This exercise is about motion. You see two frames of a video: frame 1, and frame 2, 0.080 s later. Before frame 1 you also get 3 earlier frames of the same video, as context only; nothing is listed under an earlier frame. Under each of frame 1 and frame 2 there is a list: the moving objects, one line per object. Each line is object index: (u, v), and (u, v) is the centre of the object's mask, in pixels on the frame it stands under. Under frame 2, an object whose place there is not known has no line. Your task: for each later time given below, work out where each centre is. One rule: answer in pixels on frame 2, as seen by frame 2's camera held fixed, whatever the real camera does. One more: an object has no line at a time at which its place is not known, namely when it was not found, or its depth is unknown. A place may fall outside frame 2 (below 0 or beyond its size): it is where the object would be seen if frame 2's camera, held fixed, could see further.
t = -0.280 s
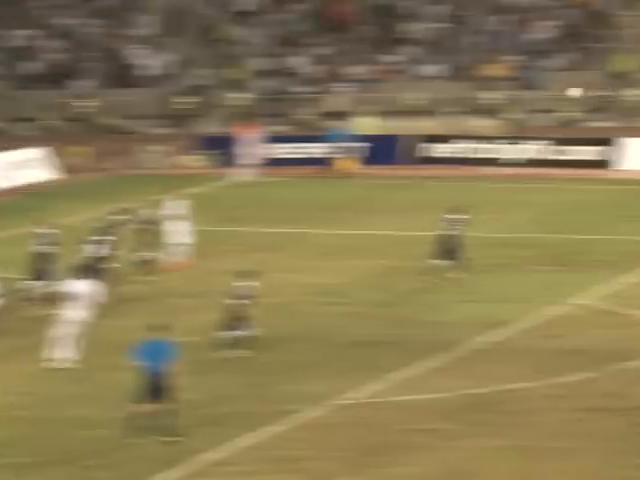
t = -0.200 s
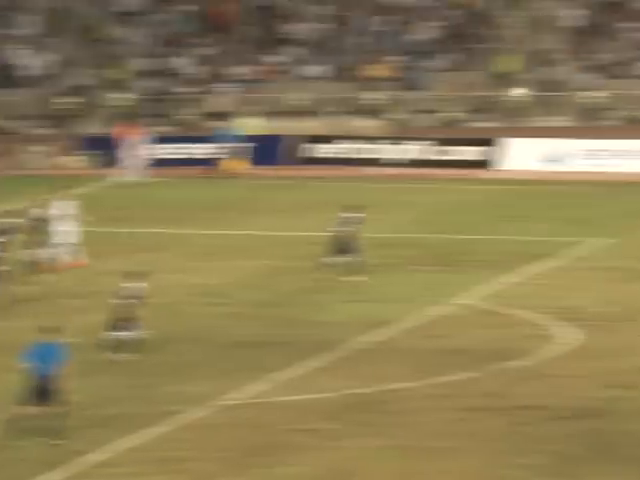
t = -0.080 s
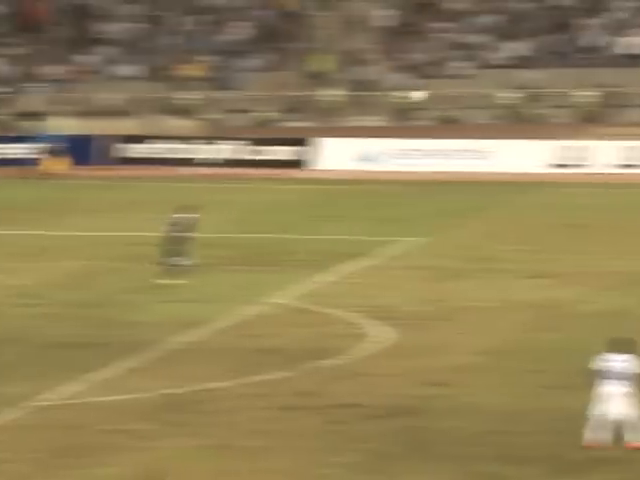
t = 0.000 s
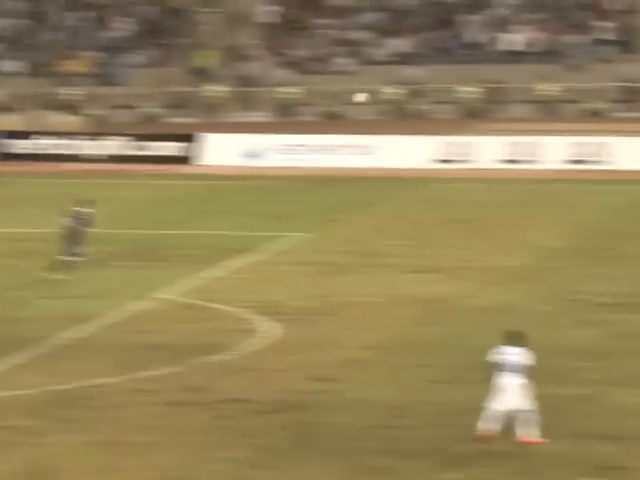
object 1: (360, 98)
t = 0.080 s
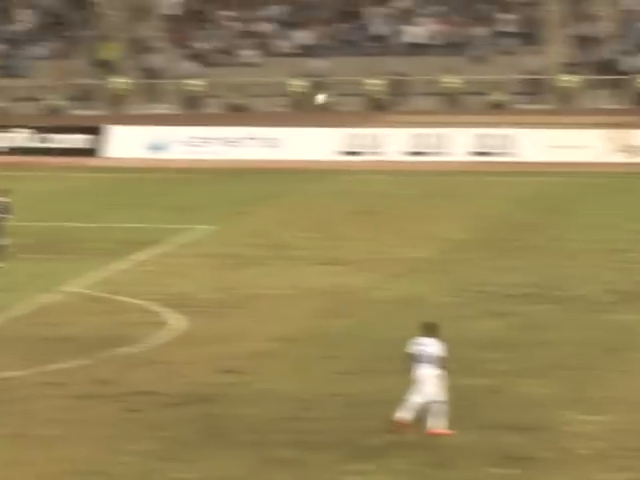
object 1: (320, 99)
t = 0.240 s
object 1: (426, 127)
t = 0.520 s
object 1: (608, 195)
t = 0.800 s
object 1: (742, 195)
